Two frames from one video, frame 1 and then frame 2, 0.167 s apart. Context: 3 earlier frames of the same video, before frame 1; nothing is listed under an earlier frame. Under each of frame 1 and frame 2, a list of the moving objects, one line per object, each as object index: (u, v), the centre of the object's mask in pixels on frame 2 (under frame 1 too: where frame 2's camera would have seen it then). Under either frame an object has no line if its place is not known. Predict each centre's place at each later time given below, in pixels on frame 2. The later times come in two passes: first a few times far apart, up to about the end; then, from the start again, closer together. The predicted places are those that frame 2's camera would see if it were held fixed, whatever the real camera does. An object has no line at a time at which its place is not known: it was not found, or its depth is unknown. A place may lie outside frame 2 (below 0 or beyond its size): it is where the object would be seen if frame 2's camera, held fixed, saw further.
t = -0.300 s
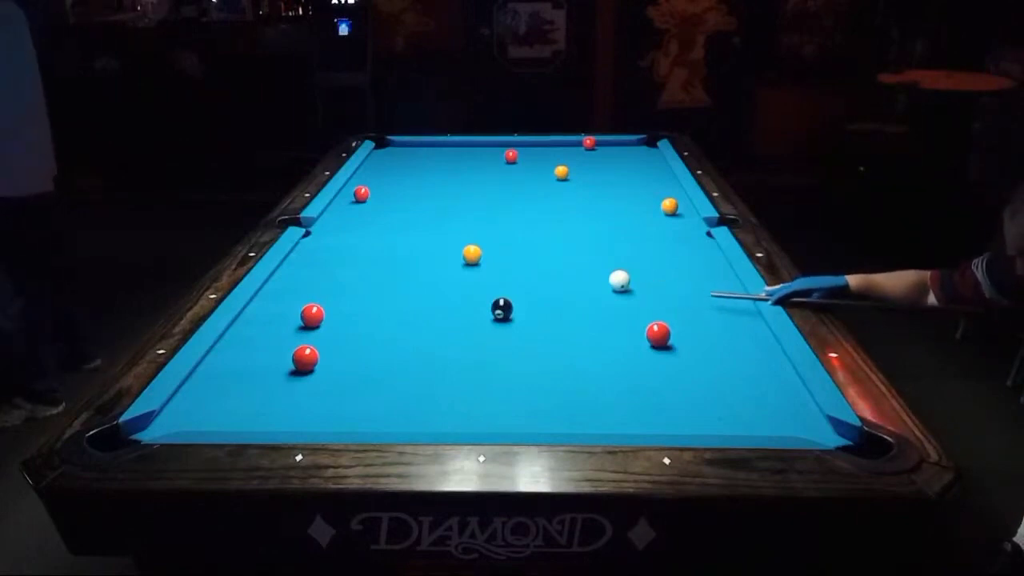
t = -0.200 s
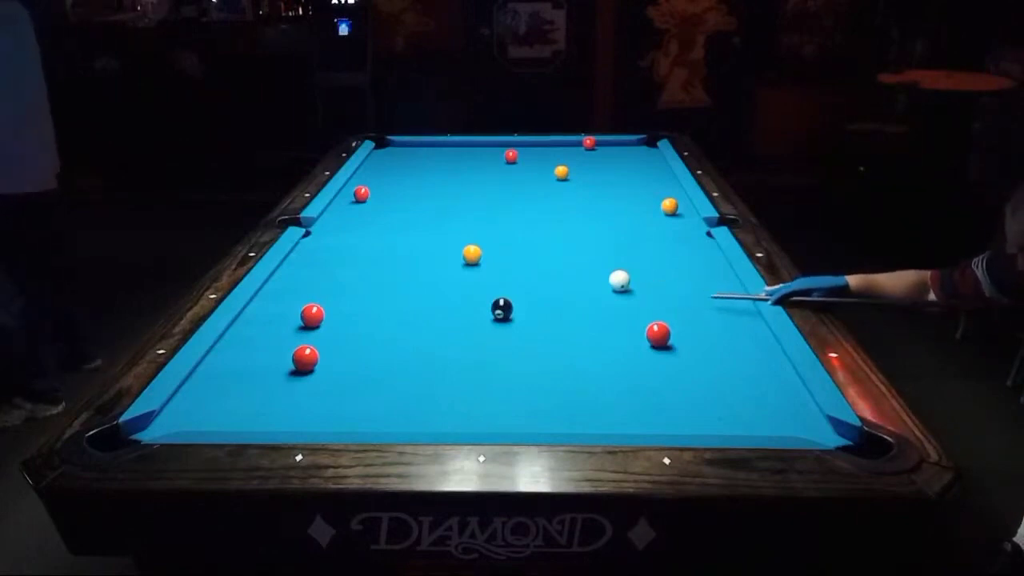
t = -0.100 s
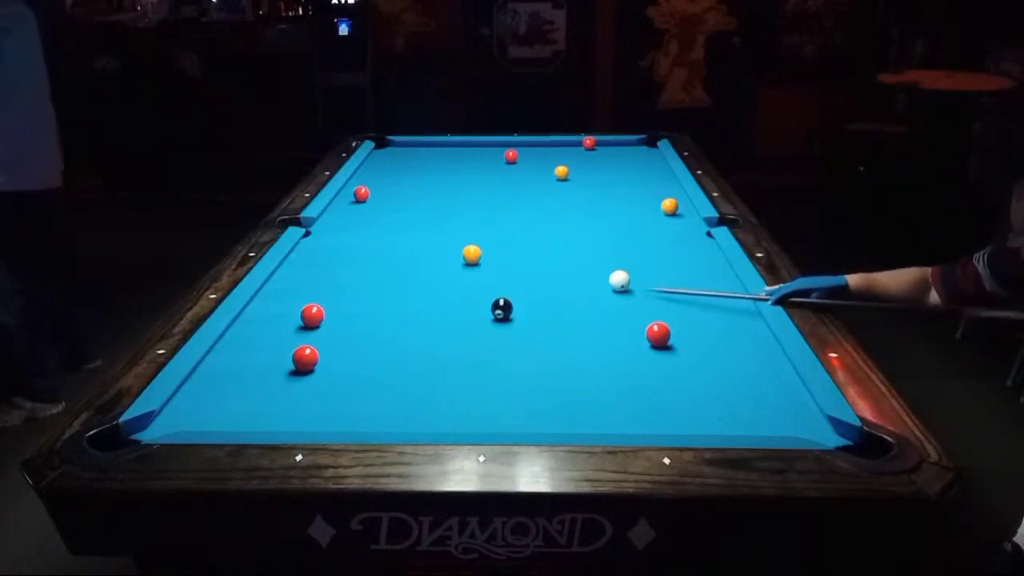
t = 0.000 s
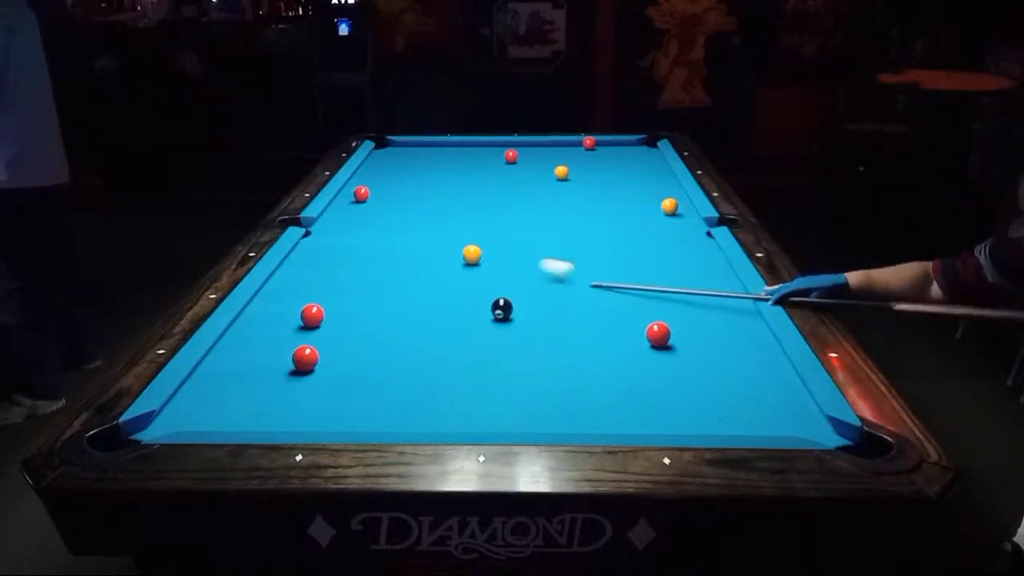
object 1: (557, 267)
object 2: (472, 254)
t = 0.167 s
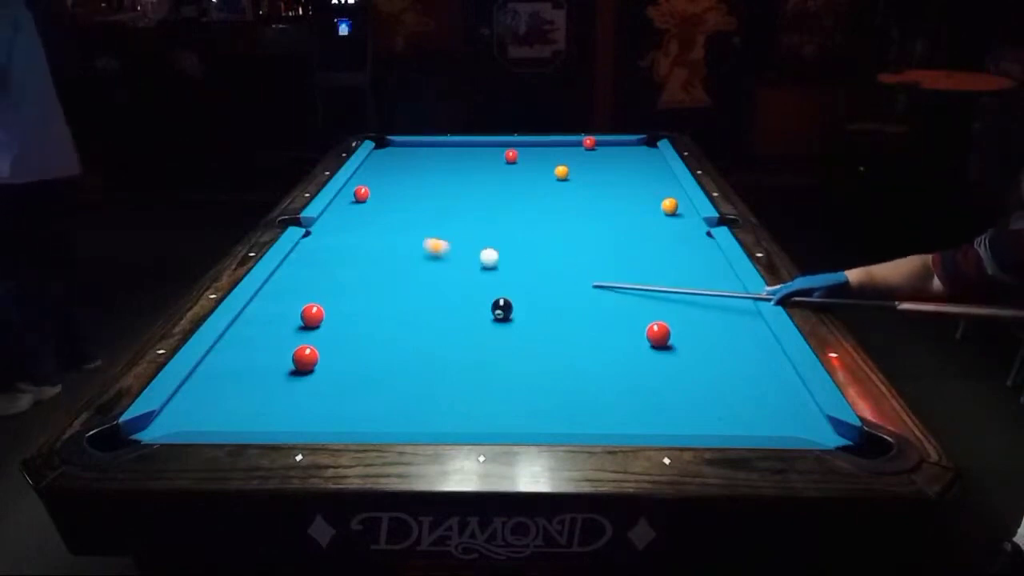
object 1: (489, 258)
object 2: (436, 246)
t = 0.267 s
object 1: (495, 259)
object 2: (391, 238)
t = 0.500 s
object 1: (511, 263)
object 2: (304, 222)
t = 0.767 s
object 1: (527, 267)
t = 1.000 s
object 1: (541, 269)
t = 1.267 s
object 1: (555, 272)
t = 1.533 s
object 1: (567, 274)
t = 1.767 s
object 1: (575, 276)
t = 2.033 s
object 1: (584, 277)
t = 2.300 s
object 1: (592, 278)
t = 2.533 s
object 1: (597, 279)
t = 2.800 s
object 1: (601, 279)
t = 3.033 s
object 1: (603, 280)
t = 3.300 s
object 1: (602, 280)
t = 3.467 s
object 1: (602, 280)
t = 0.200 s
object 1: (490, 258)
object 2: (420, 243)
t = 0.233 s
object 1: (493, 259)
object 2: (404, 240)
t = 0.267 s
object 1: (495, 259)
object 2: (391, 238)
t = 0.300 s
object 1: (497, 260)
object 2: (377, 236)
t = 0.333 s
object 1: (500, 260)
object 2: (365, 234)
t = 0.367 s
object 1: (502, 261)
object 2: (352, 231)
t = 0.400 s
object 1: (504, 261)
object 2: (340, 229)
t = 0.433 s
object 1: (506, 262)
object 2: (328, 227)
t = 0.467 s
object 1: (509, 262)
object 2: (315, 225)
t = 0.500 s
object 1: (511, 263)
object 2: (304, 222)
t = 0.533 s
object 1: (513, 264)
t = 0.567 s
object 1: (515, 264)
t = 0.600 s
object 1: (517, 264)
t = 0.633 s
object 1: (519, 265)
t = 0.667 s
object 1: (521, 265)
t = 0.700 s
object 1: (524, 266)
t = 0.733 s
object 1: (526, 266)
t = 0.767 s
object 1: (527, 267)
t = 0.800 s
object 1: (529, 267)
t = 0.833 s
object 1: (531, 267)
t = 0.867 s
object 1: (533, 267)
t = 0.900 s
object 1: (535, 268)
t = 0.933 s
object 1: (537, 268)
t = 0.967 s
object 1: (539, 269)
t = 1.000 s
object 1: (541, 269)
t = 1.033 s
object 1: (543, 270)
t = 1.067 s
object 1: (544, 270)
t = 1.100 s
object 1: (546, 270)
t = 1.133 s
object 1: (548, 270)
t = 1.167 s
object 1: (550, 271)
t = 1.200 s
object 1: (552, 271)
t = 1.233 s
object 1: (553, 272)
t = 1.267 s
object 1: (555, 272)
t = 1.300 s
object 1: (556, 272)
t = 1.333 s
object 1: (558, 273)
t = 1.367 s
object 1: (559, 273)
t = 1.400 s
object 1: (561, 273)
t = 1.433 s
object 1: (562, 273)
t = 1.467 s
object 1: (564, 274)
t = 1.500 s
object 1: (565, 274)
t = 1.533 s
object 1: (567, 274)
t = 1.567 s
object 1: (568, 274)
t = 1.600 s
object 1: (570, 275)
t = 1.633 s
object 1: (571, 275)
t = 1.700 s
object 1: (572, 275)
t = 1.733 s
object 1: (574, 276)
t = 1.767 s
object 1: (575, 276)
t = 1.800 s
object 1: (578, 276)
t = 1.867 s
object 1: (578, 276)
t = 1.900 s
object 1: (580, 276)
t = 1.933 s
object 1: (581, 277)
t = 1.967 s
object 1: (582, 277)
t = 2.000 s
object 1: (583, 277)
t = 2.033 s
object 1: (584, 277)
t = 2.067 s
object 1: (586, 278)
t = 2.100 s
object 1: (587, 278)
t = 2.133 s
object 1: (588, 278)
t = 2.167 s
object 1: (588, 278)
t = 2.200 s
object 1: (590, 278)
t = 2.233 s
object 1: (591, 278)
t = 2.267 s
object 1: (591, 278)
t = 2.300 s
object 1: (592, 278)
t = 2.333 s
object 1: (593, 278)
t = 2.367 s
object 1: (594, 278)
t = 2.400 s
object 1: (594, 279)
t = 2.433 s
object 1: (595, 279)
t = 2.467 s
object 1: (596, 279)
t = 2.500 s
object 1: (596, 279)
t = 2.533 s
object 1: (597, 279)
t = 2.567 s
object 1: (597, 279)
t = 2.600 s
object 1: (598, 279)
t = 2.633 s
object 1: (599, 279)
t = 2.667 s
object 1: (599, 279)
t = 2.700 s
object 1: (600, 280)
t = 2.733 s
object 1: (600, 279)
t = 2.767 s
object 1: (601, 280)
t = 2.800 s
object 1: (601, 279)
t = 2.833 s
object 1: (601, 279)
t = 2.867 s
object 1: (602, 280)
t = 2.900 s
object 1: (602, 280)
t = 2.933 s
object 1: (602, 280)
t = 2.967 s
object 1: (602, 280)
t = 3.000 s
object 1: (603, 280)
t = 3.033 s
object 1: (603, 280)
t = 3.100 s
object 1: (603, 280)
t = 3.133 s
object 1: (603, 280)
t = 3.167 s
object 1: (602, 280)
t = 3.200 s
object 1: (602, 280)
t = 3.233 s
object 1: (602, 280)
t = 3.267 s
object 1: (602, 280)
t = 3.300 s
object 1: (602, 280)
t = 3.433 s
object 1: (602, 280)
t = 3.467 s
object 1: (602, 280)
